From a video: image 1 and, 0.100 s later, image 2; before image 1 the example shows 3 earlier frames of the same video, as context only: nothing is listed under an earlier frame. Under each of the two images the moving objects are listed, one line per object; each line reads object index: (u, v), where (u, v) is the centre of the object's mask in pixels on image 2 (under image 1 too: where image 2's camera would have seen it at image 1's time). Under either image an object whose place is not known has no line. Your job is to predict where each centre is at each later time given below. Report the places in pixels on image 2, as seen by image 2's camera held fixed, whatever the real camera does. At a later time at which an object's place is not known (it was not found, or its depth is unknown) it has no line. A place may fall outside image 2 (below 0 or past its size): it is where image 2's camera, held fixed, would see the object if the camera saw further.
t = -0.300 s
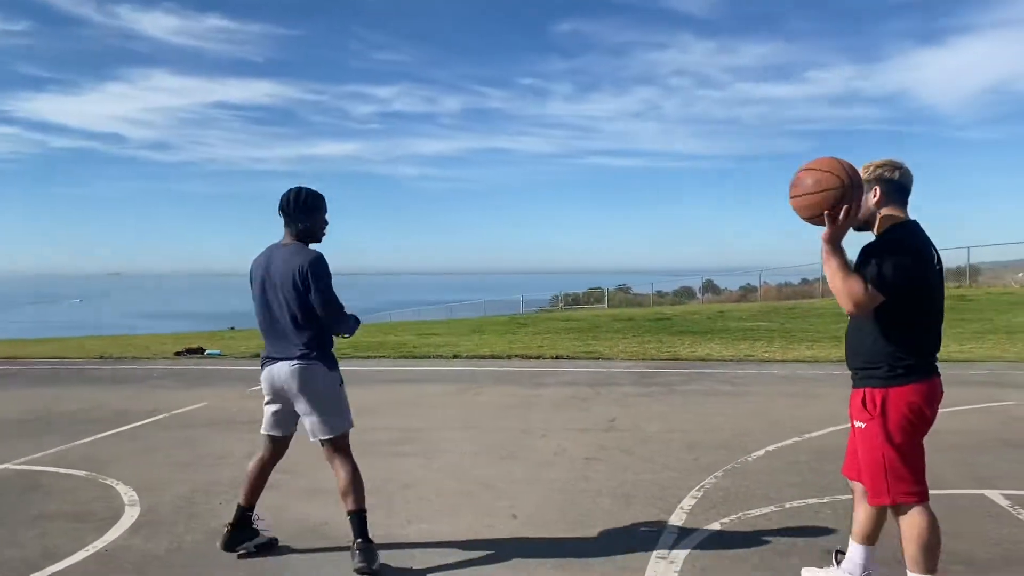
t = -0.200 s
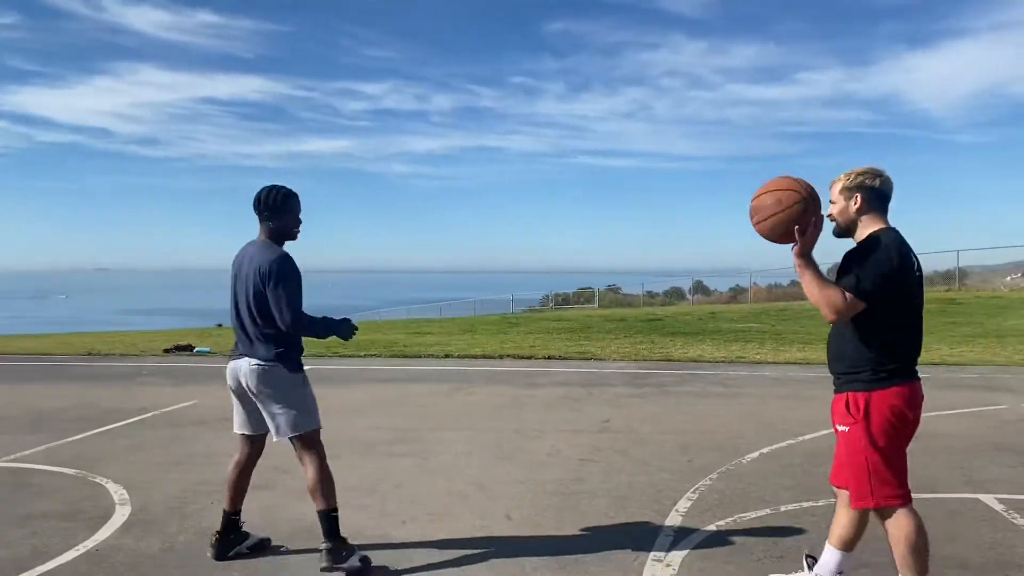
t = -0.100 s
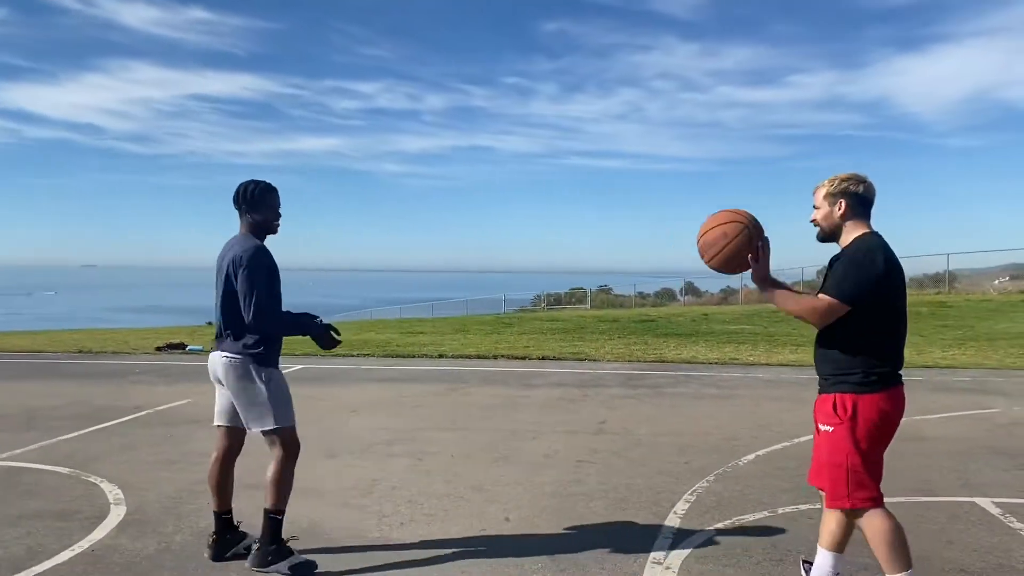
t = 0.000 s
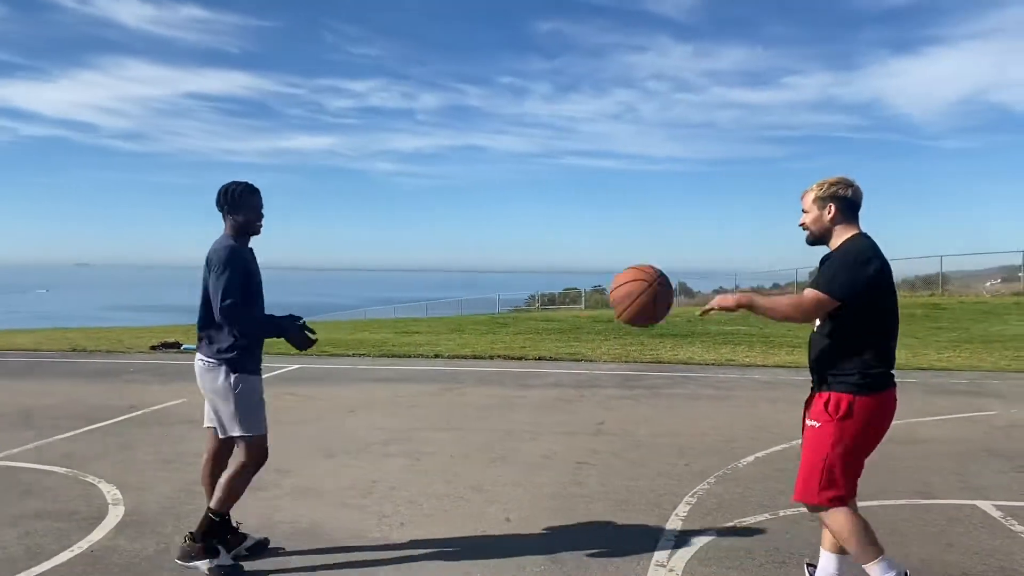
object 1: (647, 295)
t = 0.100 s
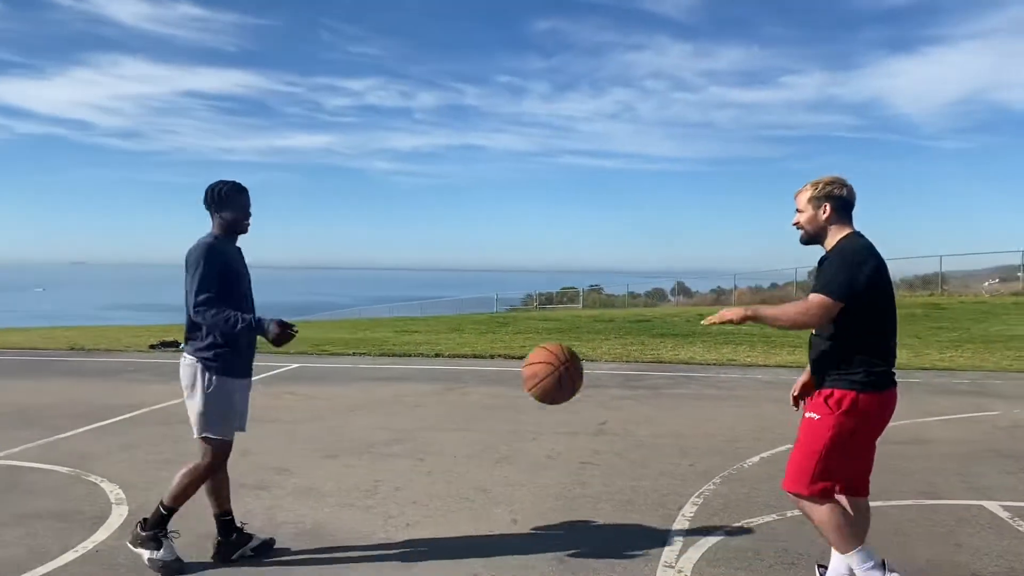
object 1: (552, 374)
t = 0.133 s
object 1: (522, 405)
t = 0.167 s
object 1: (492, 437)
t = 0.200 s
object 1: (462, 472)
